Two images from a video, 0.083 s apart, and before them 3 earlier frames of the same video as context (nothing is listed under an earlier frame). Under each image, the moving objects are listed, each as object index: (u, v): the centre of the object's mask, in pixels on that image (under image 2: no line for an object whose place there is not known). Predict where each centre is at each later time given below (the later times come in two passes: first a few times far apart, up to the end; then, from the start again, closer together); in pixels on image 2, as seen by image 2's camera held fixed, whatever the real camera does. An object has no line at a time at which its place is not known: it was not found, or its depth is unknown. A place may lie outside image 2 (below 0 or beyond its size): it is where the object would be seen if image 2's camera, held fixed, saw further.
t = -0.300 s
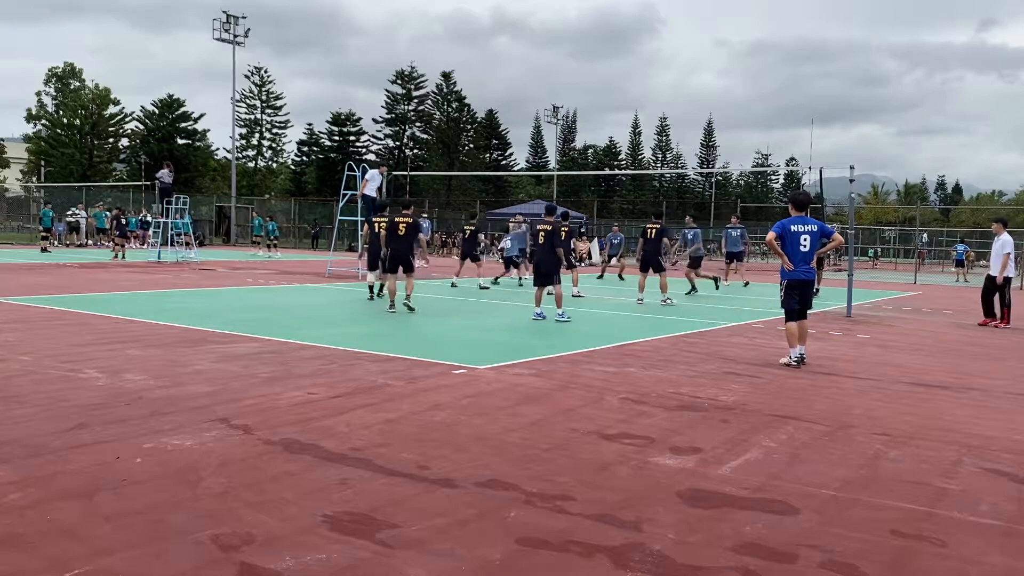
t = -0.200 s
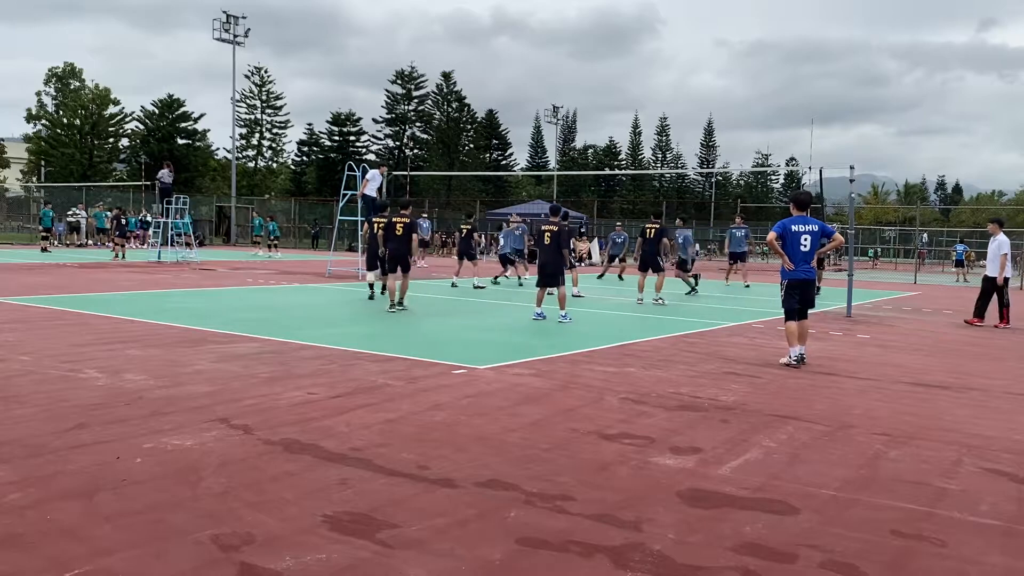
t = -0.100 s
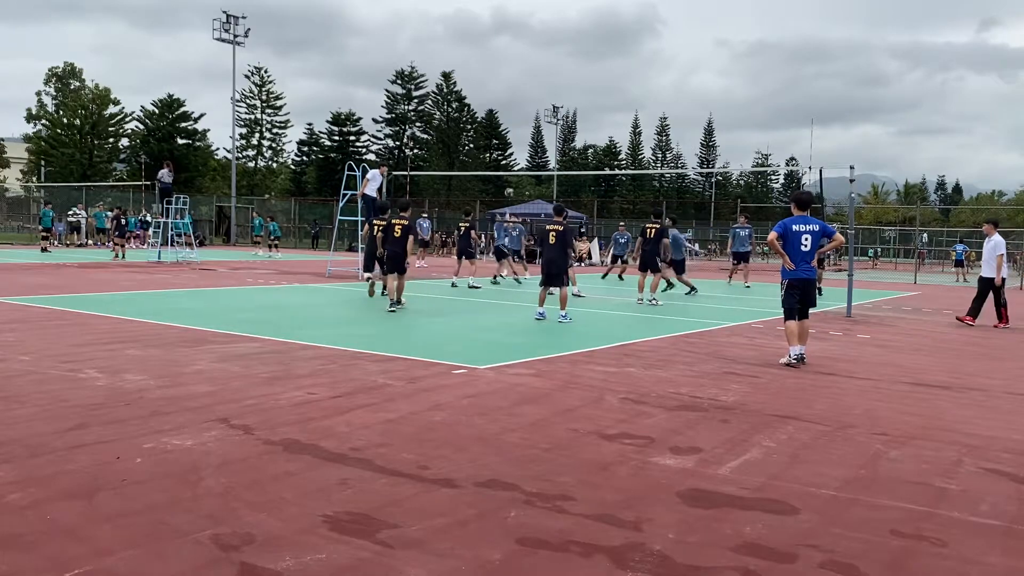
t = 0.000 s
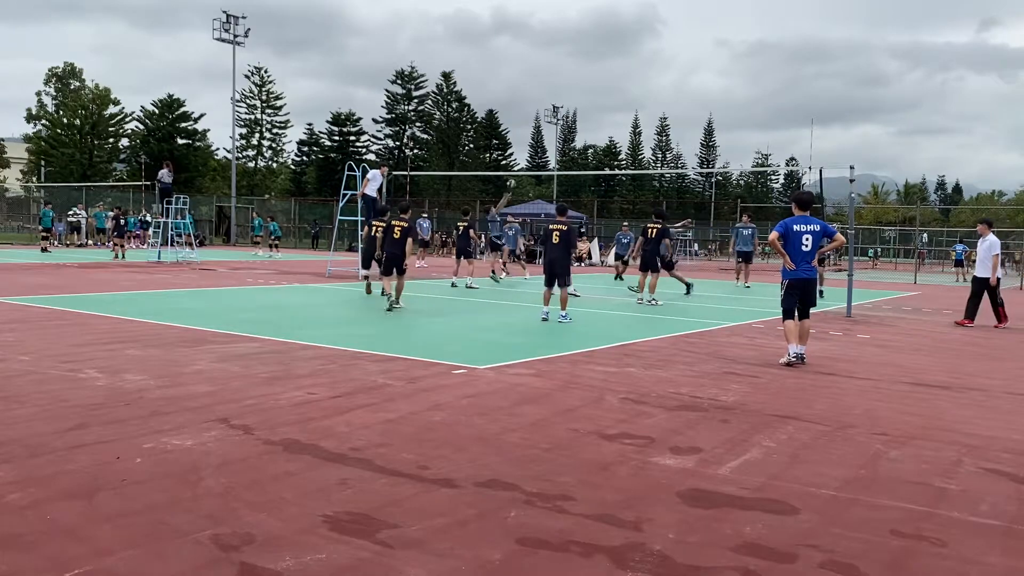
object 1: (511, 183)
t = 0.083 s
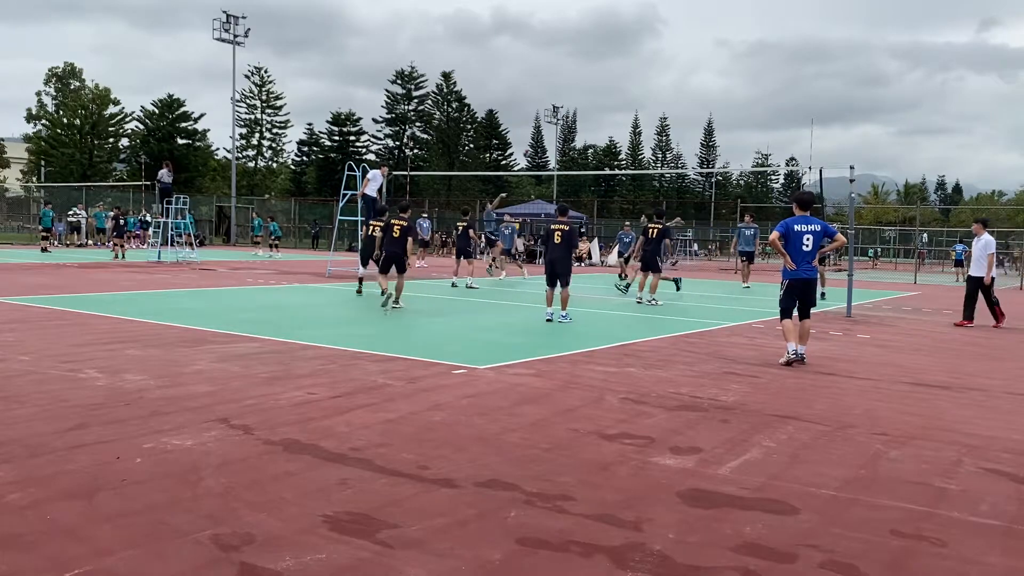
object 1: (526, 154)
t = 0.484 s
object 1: (606, 49)
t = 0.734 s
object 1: (656, 22)
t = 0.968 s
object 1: (702, 25)
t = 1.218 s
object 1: (750, 61)
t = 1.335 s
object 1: (772, 89)
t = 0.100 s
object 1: (530, 148)
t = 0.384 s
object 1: (586, 68)
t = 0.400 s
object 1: (589, 65)
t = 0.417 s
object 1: (593, 61)
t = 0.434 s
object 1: (596, 58)
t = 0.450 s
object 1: (599, 55)
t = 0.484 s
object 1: (606, 49)
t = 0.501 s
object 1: (609, 46)
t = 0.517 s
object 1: (613, 44)
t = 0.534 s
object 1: (616, 41)
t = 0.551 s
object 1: (619, 39)
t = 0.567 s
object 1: (622, 36)
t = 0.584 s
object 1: (626, 34)
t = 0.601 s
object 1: (629, 32)
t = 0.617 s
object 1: (633, 31)
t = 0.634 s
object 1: (636, 29)
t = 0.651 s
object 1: (639, 27)
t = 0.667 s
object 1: (643, 26)
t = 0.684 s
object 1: (646, 25)
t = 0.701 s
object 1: (649, 23)
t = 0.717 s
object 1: (653, 23)
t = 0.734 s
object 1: (656, 22)
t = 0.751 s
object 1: (659, 21)
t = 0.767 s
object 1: (663, 20)
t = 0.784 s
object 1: (666, 20)
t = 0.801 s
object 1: (669, 20)
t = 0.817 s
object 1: (673, 20)
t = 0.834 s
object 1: (676, 20)
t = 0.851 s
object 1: (679, 20)
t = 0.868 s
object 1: (683, 20)
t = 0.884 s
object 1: (686, 21)
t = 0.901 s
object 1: (689, 21)
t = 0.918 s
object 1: (692, 22)
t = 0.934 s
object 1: (696, 23)
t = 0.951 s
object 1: (699, 24)
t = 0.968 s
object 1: (702, 25)
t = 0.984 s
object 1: (705, 27)
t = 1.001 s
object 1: (709, 28)
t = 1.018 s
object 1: (712, 30)
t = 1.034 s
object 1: (715, 32)
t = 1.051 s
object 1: (718, 34)
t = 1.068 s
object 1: (722, 36)
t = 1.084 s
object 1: (725, 38)
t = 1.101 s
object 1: (728, 40)
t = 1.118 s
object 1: (731, 43)
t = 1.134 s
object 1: (735, 45)
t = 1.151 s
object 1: (738, 48)
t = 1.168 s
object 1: (741, 51)
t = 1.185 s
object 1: (744, 54)
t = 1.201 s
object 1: (747, 58)
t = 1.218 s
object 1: (750, 61)
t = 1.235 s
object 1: (753, 65)
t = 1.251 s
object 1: (756, 68)
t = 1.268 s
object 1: (759, 72)
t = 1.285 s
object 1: (763, 76)
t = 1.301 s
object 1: (766, 81)
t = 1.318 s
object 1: (768, 85)
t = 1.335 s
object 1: (772, 89)
